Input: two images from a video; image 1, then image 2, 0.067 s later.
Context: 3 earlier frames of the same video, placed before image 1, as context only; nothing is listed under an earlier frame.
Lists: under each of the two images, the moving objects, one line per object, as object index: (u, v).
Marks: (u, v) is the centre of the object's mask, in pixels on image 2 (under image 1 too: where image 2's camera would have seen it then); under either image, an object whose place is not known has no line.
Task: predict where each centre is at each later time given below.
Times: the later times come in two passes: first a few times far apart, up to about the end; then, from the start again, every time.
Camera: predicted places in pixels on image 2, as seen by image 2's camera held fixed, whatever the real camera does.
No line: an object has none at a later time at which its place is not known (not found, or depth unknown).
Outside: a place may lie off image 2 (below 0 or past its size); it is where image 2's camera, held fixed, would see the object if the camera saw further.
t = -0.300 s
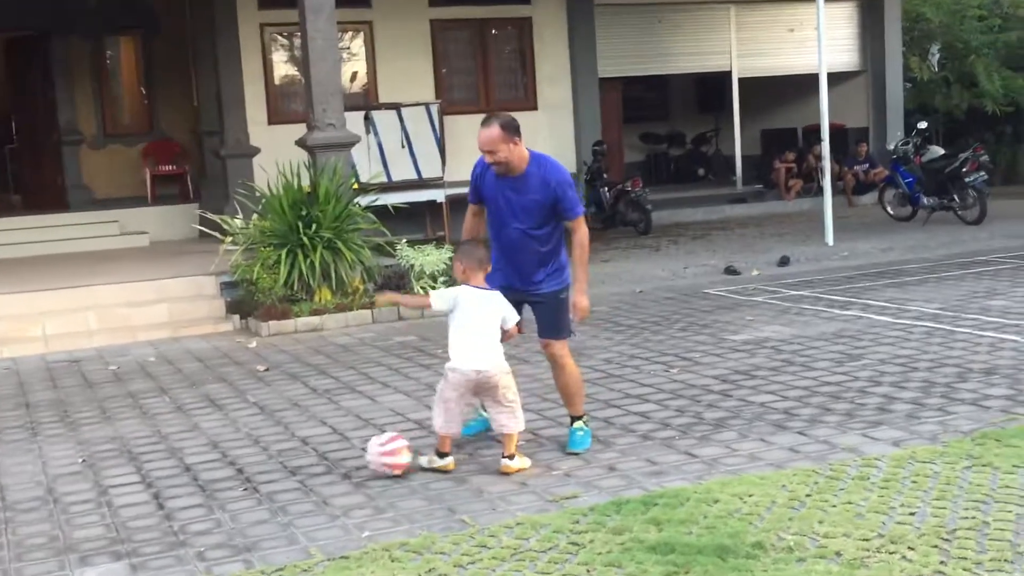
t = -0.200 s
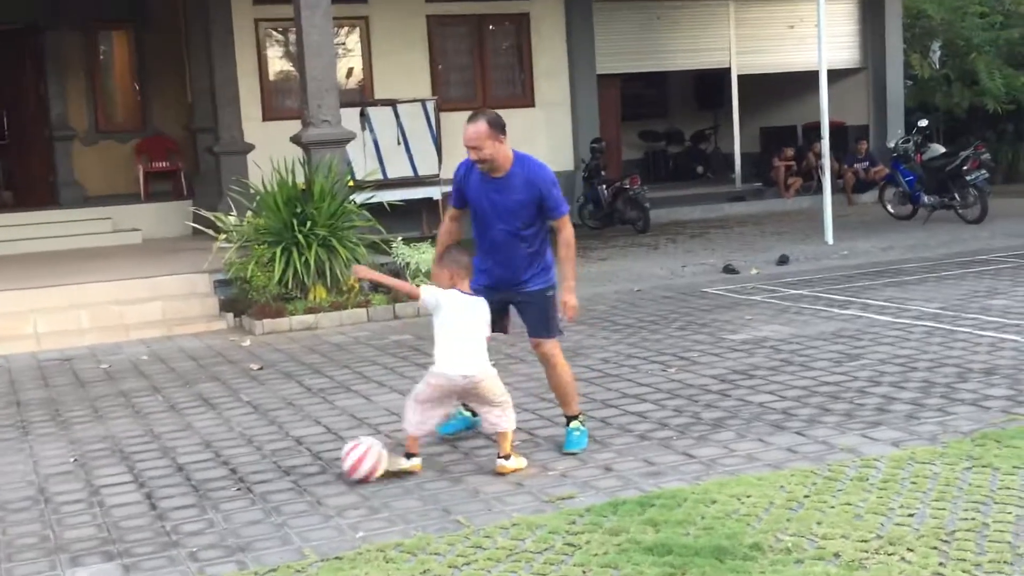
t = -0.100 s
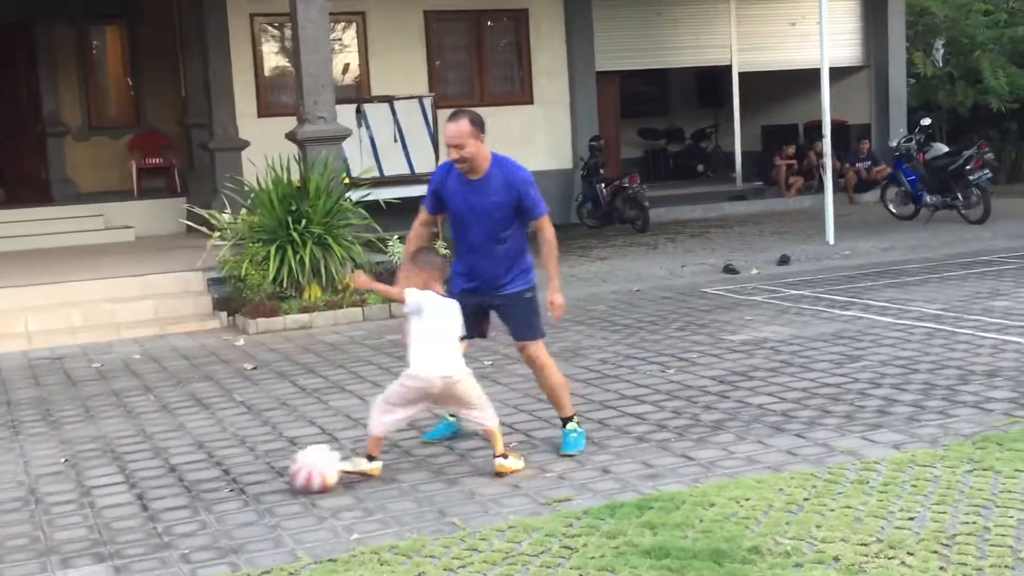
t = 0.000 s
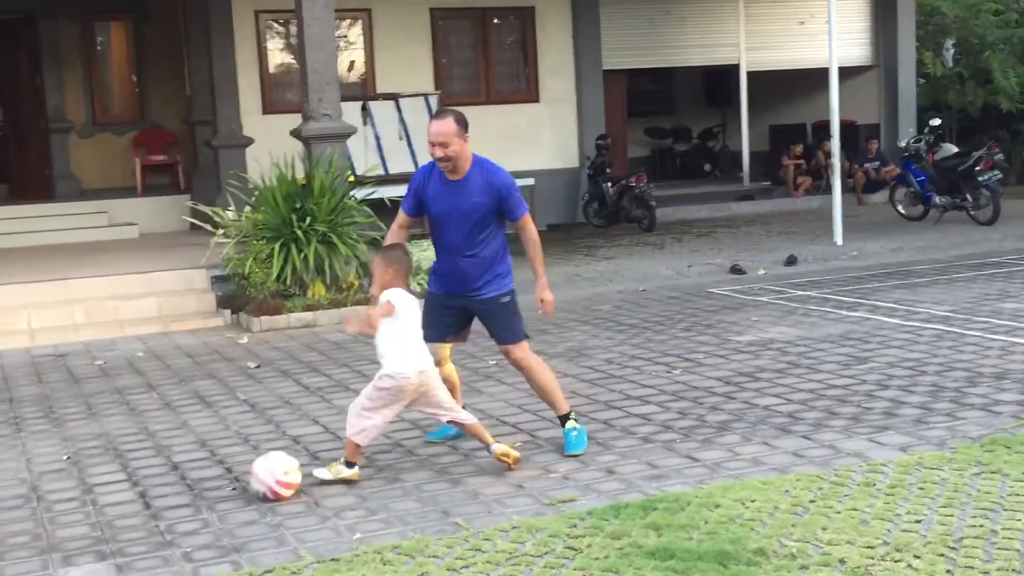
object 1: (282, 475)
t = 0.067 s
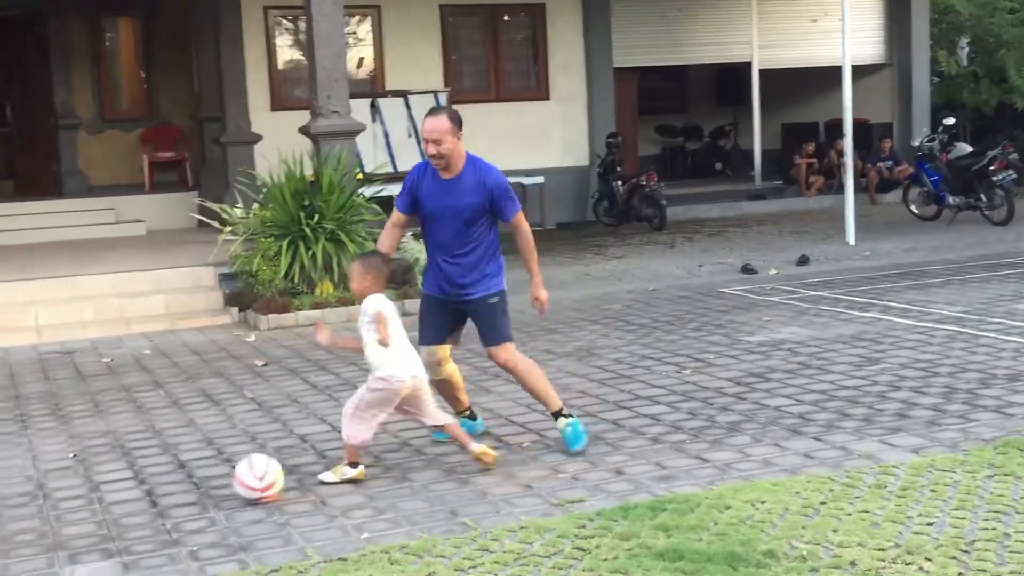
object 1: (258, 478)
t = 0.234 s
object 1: (206, 488)
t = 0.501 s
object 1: (115, 508)
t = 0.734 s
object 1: (39, 522)
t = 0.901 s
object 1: (-16, 532)
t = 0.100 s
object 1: (247, 480)
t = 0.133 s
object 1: (237, 483)
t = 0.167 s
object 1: (226, 485)
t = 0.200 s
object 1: (216, 487)
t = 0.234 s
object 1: (206, 488)
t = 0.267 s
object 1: (194, 491)
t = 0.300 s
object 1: (184, 495)
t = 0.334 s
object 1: (172, 498)
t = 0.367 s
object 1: (161, 500)
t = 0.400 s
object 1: (149, 502)
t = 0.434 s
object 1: (138, 504)
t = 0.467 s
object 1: (126, 507)
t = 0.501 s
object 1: (115, 508)
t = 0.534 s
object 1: (103, 510)
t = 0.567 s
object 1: (93, 512)
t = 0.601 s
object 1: (82, 514)
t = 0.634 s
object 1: (72, 516)
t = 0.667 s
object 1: (61, 518)
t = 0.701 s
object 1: (50, 521)
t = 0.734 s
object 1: (39, 522)
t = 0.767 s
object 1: (28, 524)
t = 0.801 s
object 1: (17, 527)
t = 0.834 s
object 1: (6, 528)
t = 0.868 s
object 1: (-5, 530)
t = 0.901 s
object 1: (-16, 532)
